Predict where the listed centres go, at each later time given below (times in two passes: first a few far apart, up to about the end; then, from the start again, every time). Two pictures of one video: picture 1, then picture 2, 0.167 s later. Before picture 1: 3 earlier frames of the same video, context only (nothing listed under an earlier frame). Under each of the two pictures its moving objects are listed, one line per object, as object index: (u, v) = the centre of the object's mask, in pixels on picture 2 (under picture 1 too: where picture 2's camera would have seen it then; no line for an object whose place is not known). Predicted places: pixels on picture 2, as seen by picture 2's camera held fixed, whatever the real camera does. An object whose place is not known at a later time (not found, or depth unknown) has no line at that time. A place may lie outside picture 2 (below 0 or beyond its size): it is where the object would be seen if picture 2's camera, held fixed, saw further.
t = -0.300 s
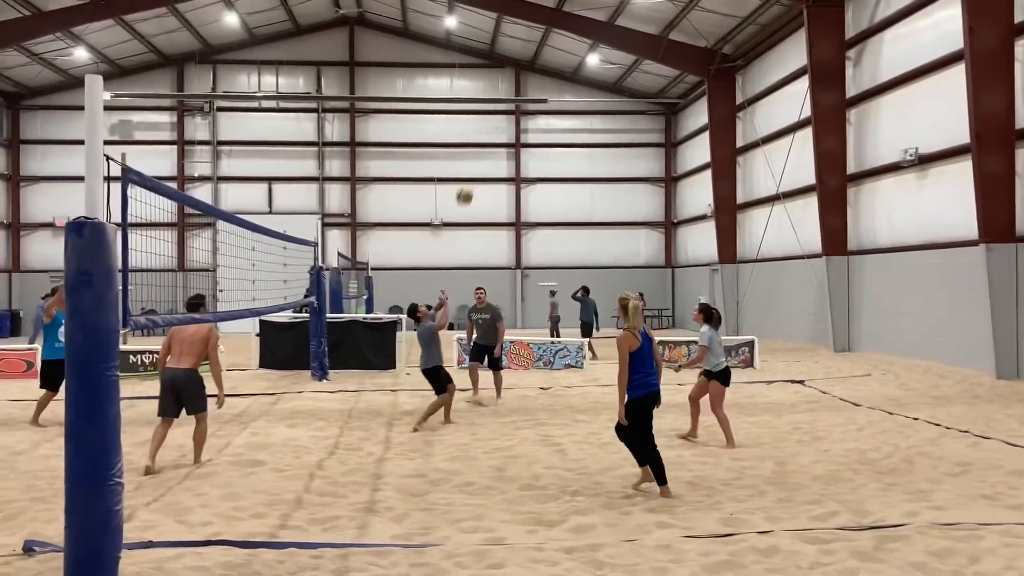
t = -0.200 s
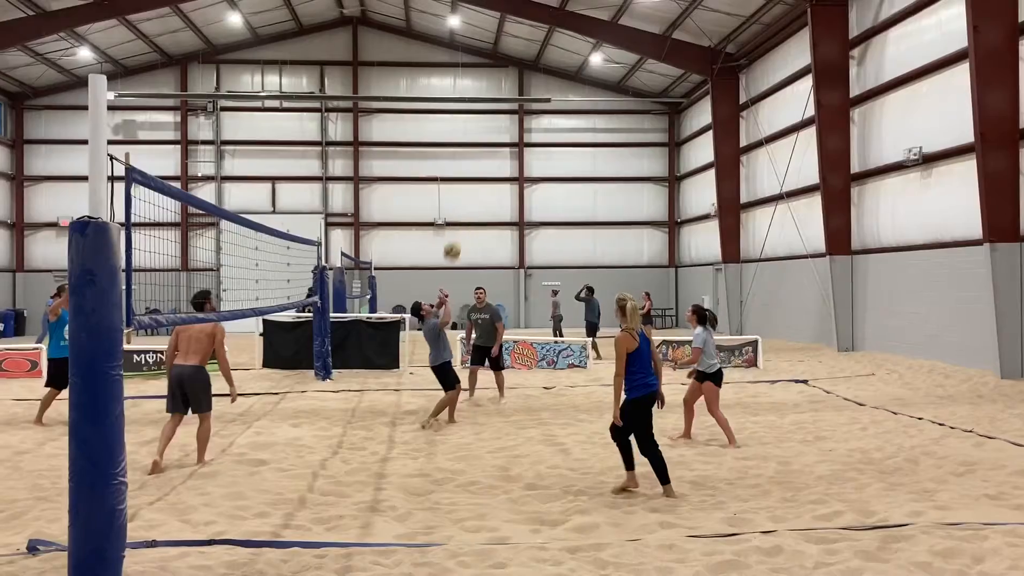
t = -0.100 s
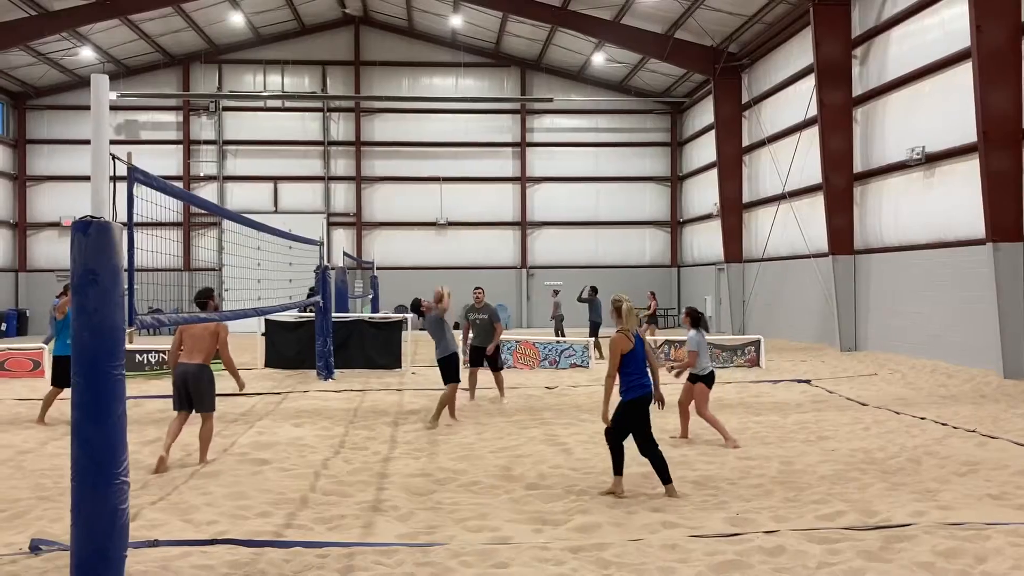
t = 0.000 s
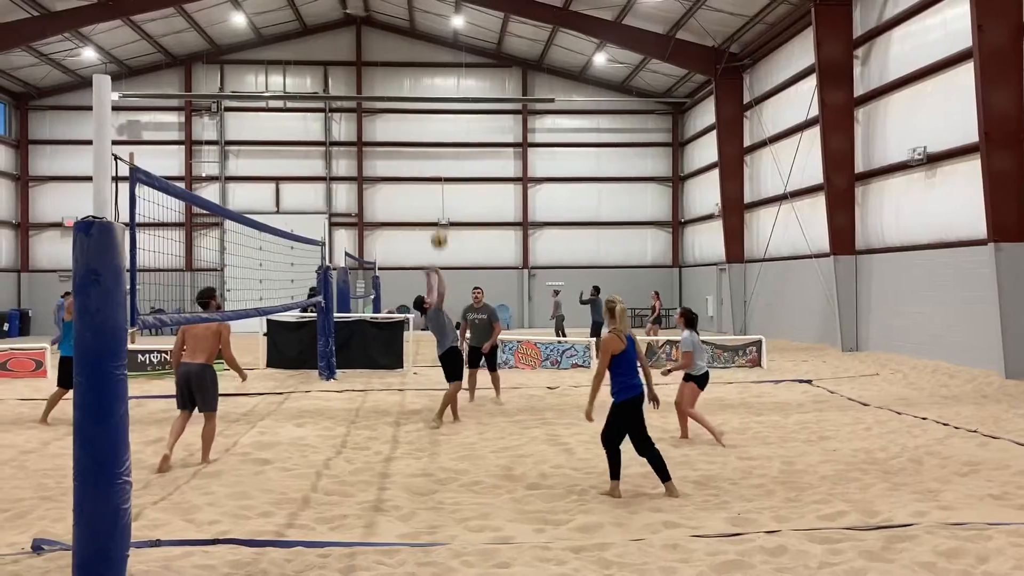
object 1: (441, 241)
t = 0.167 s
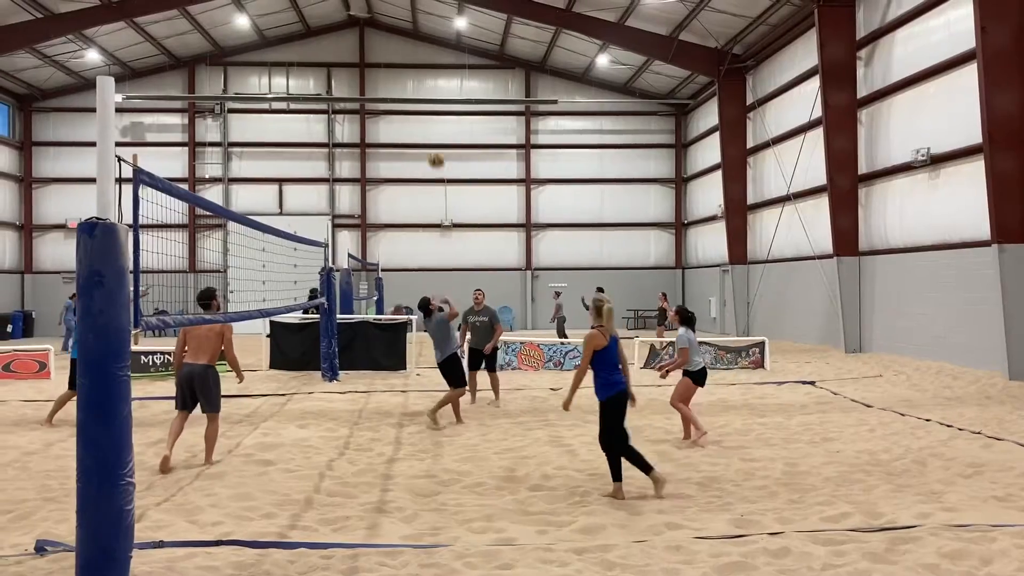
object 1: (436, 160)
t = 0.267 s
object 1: (434, 124)
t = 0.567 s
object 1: (428, 68)
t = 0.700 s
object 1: (427, 65)
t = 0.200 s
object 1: (436, 147)
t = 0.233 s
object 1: (435, 135)
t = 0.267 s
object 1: (434, 124)
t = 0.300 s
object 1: (434, 113)
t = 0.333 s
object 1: (433, 105)
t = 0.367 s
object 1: (432, 97)
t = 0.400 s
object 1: (432, 90)
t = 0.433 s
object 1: (431, 83)
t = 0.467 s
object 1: (430, 78)
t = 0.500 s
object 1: (430, 74)
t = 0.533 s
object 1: (429, 70)
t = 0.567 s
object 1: (428, 68)
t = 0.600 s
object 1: (428, 66)
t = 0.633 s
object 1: (428, 65)
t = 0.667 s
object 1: (427, 65)
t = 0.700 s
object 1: (427, 65)
